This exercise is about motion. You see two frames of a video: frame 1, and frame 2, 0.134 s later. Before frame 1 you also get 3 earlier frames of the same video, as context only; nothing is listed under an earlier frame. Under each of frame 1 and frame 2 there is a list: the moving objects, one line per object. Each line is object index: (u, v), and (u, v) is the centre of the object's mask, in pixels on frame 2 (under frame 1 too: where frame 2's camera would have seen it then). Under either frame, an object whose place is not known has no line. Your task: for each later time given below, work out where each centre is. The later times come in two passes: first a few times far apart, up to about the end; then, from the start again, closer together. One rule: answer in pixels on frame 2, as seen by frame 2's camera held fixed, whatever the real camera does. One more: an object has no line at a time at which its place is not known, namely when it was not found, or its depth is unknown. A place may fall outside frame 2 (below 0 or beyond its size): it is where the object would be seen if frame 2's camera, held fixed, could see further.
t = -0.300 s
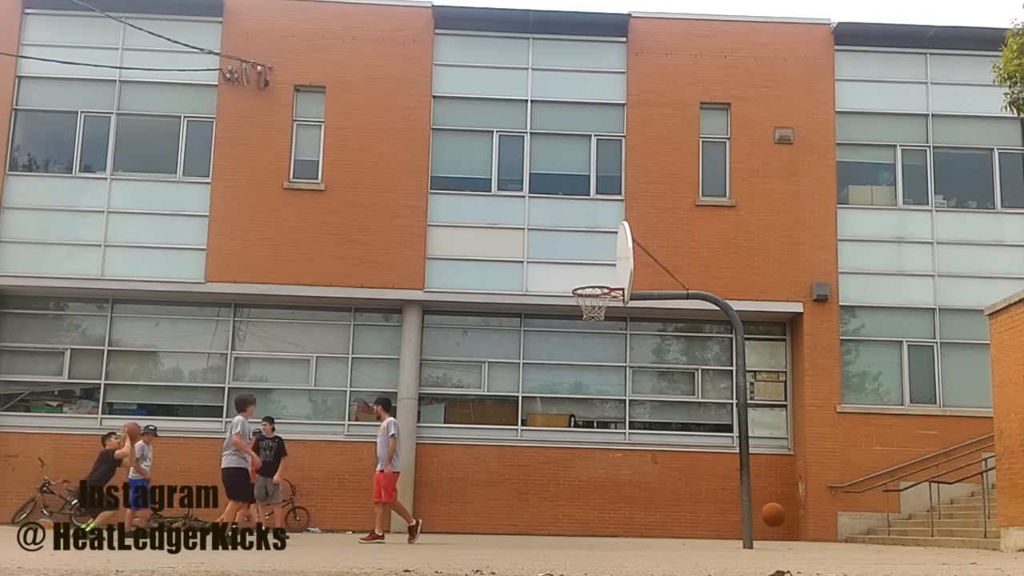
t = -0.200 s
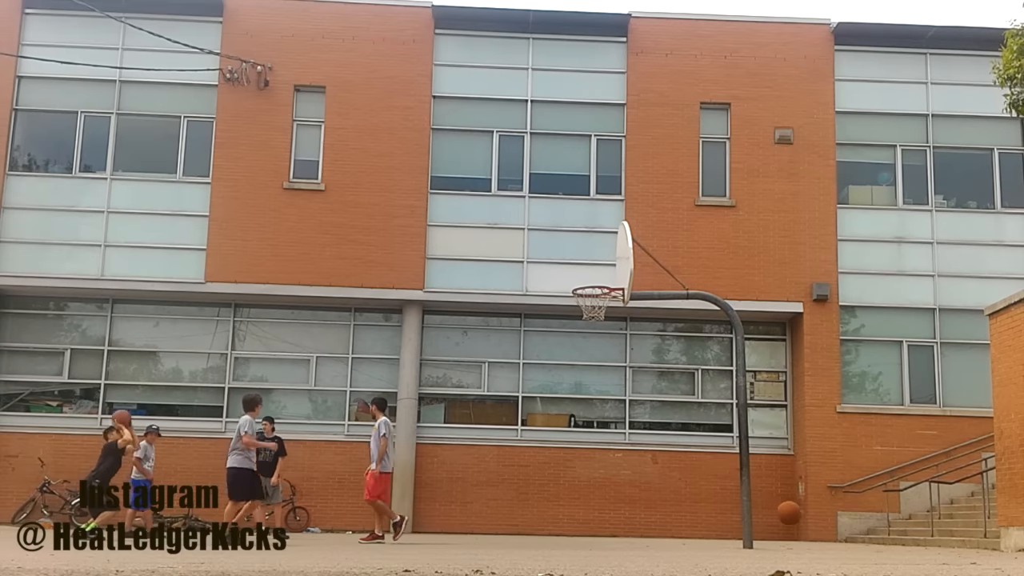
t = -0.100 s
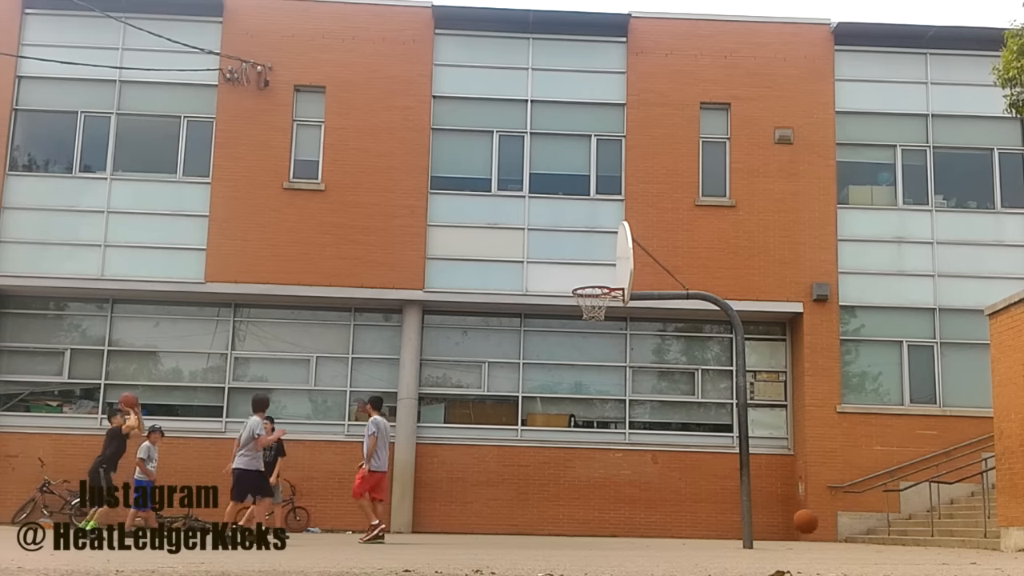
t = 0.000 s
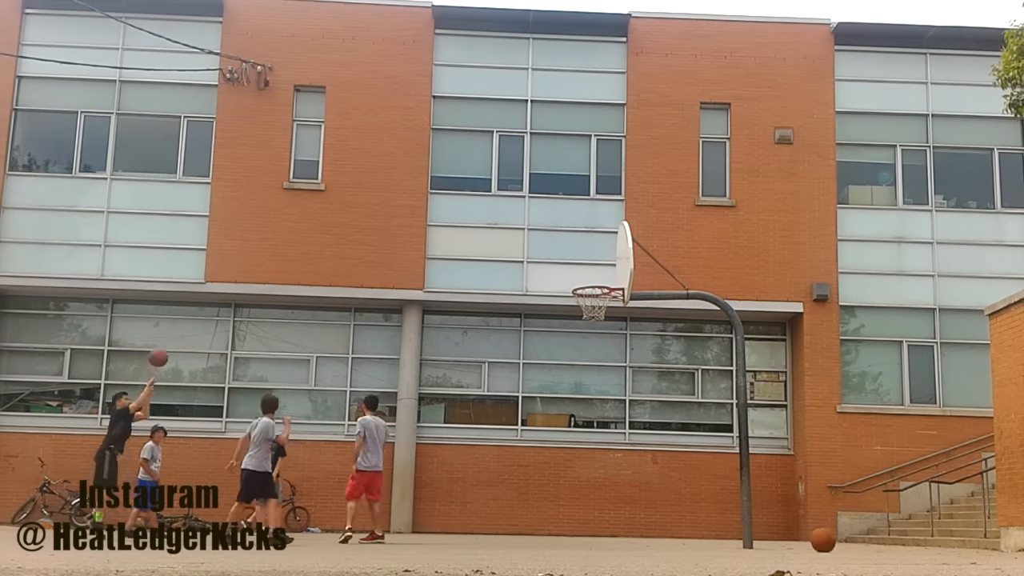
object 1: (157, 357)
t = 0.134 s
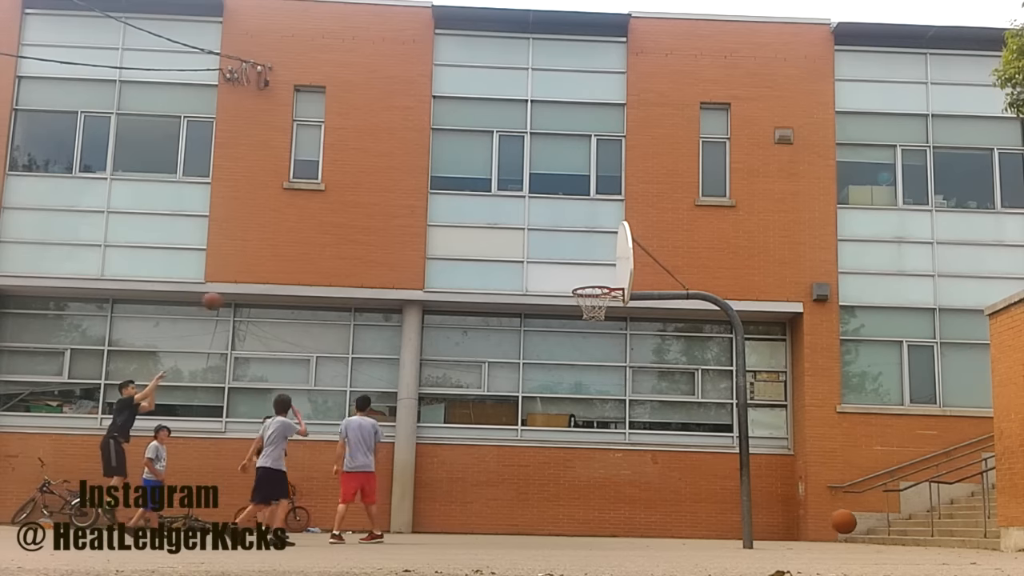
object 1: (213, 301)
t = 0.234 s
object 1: (252, 268)
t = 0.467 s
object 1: (343, 217)
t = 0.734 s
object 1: (446, 206)
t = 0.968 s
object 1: (539, 241)
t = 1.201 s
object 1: (583, 310)
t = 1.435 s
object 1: (592, 320)
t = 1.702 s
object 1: (620, 373)
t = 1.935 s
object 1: (647, 475)
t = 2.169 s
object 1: (669, 478)
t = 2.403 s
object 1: (686, 403)
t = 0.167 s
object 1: (225, 289)
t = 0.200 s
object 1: (239, 278)
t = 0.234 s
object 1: (252, 268)
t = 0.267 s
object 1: (265, 258)
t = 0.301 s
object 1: (278, 250)
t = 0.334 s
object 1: (291, 242)
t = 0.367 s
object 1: (305, 234)
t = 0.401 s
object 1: (317, 228)
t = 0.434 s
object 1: (330, 222)
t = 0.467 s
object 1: (343, 217)
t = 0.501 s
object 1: (356, 213)
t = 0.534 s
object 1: (369, 210)
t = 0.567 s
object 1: (382, 207)
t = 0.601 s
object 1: (395, 205)
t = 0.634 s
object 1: (407, 204)
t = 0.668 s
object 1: (421, 204)
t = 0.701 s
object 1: (433, 205)
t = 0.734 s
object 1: (446, 206)
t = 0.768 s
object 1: (459, 209)
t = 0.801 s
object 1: (472, 212)
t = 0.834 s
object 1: (485, 216)
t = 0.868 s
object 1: (498, 221)
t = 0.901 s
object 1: (512, 227)
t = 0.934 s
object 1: (525, 234)
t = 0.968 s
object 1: (539, 241)
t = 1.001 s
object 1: (552, 250)
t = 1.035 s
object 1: (565, 259)
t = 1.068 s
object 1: (579, 270)
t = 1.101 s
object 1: (593, 281)
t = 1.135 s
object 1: (599, 292)
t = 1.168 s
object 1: (590, 301)
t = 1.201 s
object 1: (583, 310)
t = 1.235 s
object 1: (578, 308)
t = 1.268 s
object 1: (577, 306)
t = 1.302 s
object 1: (579, 308)
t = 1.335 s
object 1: (582, 311)
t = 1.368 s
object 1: (585, 316)
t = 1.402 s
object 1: (589, 317)
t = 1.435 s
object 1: (592, 320)
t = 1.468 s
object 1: (595, 323)
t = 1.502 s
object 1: (598, 326)
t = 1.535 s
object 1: (602, 331)
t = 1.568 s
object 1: (606, 338)
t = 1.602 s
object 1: (609, 345)
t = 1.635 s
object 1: (613, 354)
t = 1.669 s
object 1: (616, 363)
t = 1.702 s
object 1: (620, 373)
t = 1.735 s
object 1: (624, 384)
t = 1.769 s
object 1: (628, 396)
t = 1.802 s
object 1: (631, 410)
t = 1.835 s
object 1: (636, 424)
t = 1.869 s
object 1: (639, 440)
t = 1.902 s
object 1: (643, 457)
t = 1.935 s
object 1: (647, 475)
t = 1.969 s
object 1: (651, 494)
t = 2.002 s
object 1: (655, 514)
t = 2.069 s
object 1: (662, 526)
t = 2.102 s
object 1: (664, 509)
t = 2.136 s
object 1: (666, 494)
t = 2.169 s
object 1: (669, 478)
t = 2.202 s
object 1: (671, 464)
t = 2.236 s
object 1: (674, 452)
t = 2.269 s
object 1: (676, 440)
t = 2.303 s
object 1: (678, 429)
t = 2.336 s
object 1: (681, 420)
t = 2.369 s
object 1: (683, 411)
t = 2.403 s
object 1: (686, 403)
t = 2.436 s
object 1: (688, 396)
